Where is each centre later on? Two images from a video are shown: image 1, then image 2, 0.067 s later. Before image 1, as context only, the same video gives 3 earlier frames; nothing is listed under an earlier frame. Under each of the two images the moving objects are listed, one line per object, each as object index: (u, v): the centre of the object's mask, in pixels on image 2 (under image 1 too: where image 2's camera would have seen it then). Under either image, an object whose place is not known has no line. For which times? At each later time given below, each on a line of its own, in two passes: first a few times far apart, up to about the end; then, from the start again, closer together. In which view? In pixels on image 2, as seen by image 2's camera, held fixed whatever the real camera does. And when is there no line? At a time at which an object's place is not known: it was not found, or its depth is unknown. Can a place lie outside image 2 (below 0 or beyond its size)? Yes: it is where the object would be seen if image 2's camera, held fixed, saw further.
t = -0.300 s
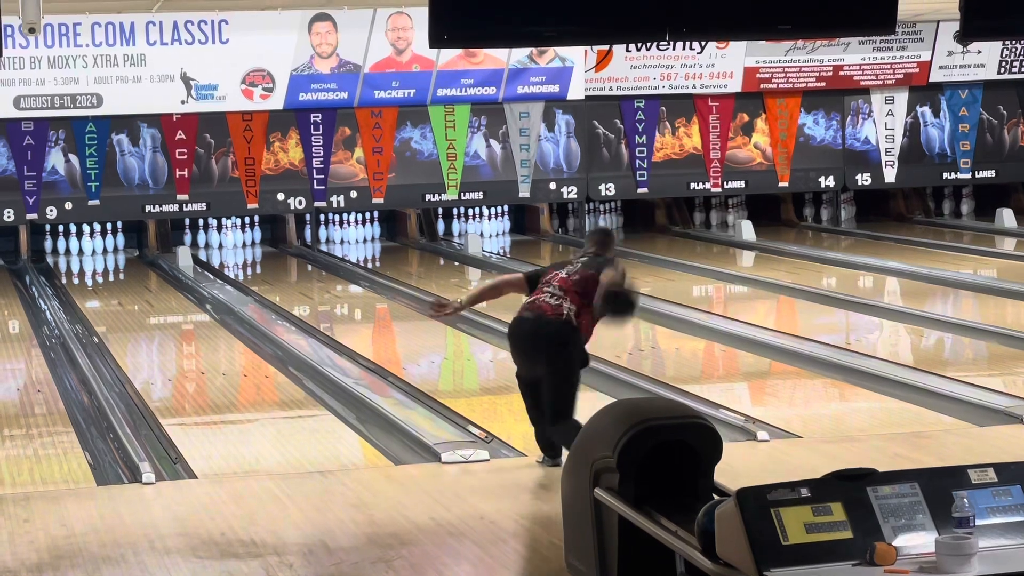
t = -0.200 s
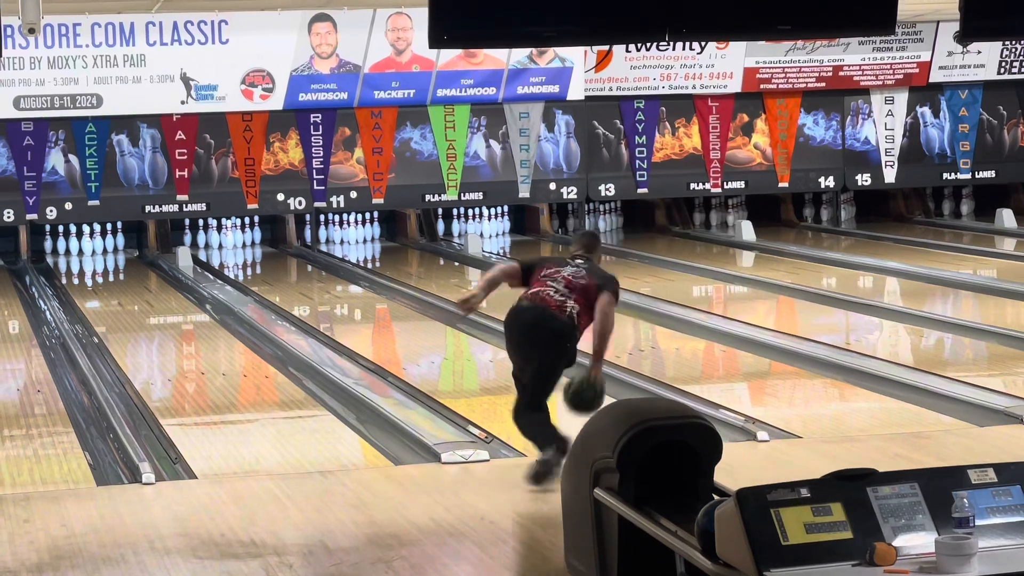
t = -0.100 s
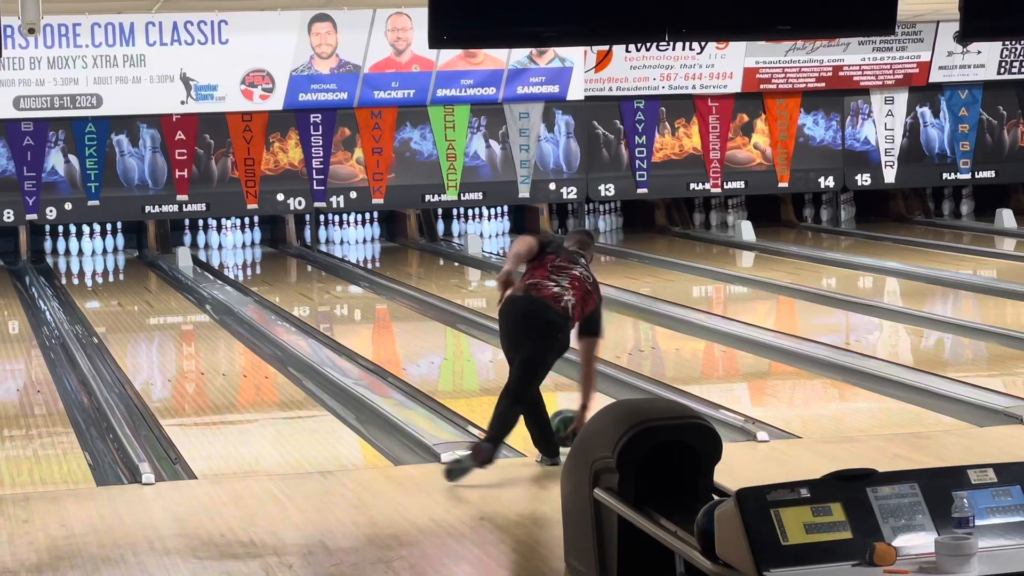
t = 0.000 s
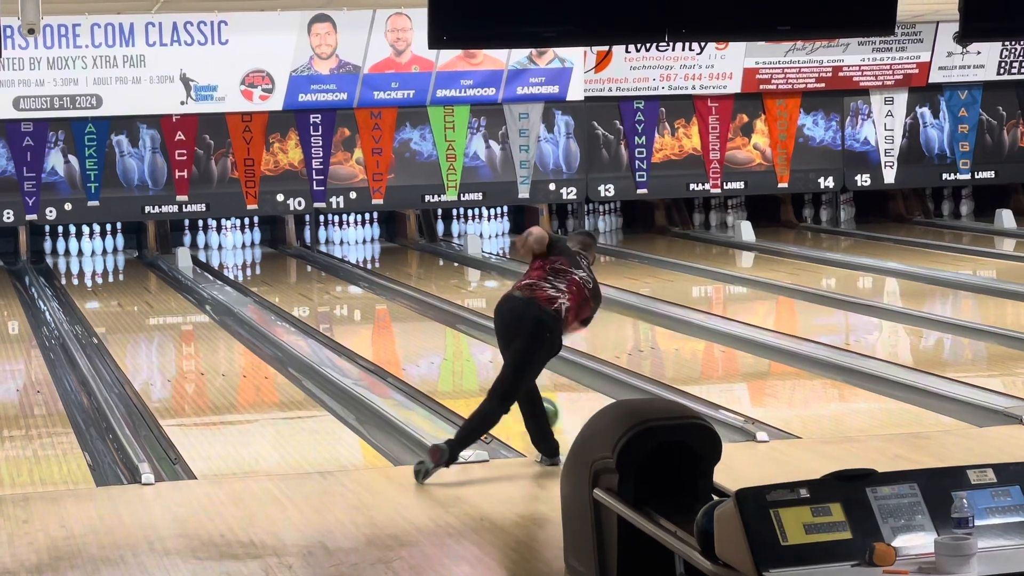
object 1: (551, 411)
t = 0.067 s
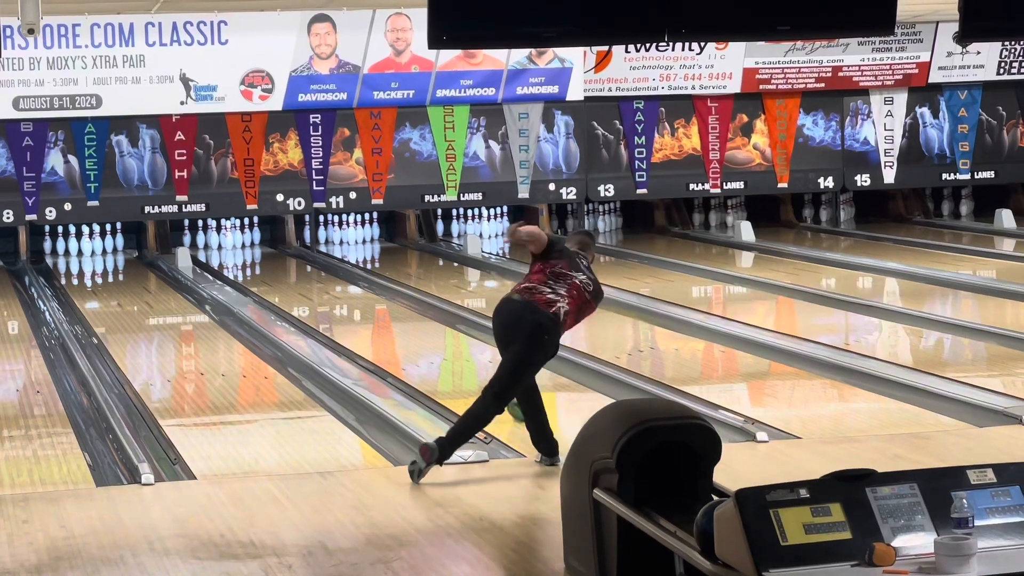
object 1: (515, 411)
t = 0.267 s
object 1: (480, 373)
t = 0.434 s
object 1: (449, 352)
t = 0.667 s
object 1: (412, 328)
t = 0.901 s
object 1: (381, 308)
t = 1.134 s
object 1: (352, 289)
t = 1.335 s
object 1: (332, 276)
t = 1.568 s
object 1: (309, 265)
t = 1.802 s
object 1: (285, 254)
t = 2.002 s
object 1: (260, 247)
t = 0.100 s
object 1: (513, 409)
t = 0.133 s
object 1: (512, 406)
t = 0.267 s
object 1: (480, 373)
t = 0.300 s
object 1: (473, 368)
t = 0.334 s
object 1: (467, 363)
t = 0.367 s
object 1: (460, 360)
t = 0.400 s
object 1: (454, 355)
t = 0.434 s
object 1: (449, 352)
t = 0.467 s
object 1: (443, 348)
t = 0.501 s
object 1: (438, 344)
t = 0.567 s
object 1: (427, 337)
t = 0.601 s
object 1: (422, 335)
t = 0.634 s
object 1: (417, 331)
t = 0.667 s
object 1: (412, 328)
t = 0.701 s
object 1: (407, 325)
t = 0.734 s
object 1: (403, 321)
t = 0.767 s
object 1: (398, 319)
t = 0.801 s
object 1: (394, 316)
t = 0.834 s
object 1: (389, 313)
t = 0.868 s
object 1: (385, 311)
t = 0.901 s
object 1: (381, 308)
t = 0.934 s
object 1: (378, 305)
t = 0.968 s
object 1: (373, 303)
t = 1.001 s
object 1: (369, 300)
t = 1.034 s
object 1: (366, 298)
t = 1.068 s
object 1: (362, 295)
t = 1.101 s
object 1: (355, 291)
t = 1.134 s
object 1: (352, 289)
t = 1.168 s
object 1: (348, 286)
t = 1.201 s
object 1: (345, 284)
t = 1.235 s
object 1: (342, 283)
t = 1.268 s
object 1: (339, 280)
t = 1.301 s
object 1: (335, 279)
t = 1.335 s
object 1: (332, 276)
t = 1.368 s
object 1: (330, 275)
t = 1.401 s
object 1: (325, 272)
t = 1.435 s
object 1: (323, 270)
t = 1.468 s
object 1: (320, 270)
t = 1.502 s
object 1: (317, 267)
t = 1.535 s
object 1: (314, 267)
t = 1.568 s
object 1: (309, 265)
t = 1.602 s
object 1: (307, 263)
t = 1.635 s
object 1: (303, 261)
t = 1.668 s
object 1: (299, 260)
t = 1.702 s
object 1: (294, 258)
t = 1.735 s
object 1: (294, 256)
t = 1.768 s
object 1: (290, 256)
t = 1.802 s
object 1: (285, 254)
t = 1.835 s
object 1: (282, 252)
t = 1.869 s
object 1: (277, 251)
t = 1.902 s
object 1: (273, 249)
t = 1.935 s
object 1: (271, 249)
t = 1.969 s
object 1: (267, 247)
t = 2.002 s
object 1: (260, 247)
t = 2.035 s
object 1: (257, 246)
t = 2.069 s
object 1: (252, 244)
